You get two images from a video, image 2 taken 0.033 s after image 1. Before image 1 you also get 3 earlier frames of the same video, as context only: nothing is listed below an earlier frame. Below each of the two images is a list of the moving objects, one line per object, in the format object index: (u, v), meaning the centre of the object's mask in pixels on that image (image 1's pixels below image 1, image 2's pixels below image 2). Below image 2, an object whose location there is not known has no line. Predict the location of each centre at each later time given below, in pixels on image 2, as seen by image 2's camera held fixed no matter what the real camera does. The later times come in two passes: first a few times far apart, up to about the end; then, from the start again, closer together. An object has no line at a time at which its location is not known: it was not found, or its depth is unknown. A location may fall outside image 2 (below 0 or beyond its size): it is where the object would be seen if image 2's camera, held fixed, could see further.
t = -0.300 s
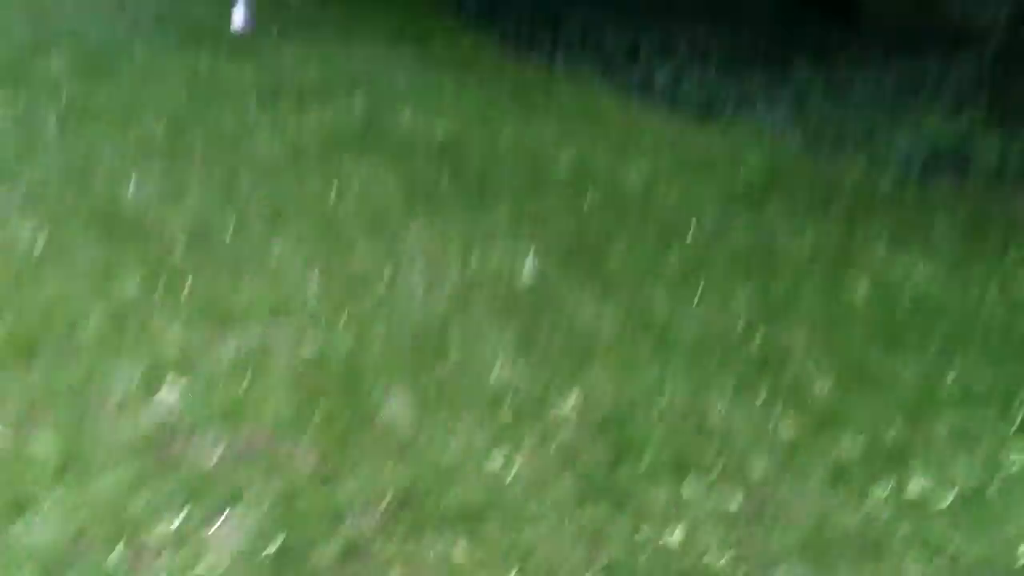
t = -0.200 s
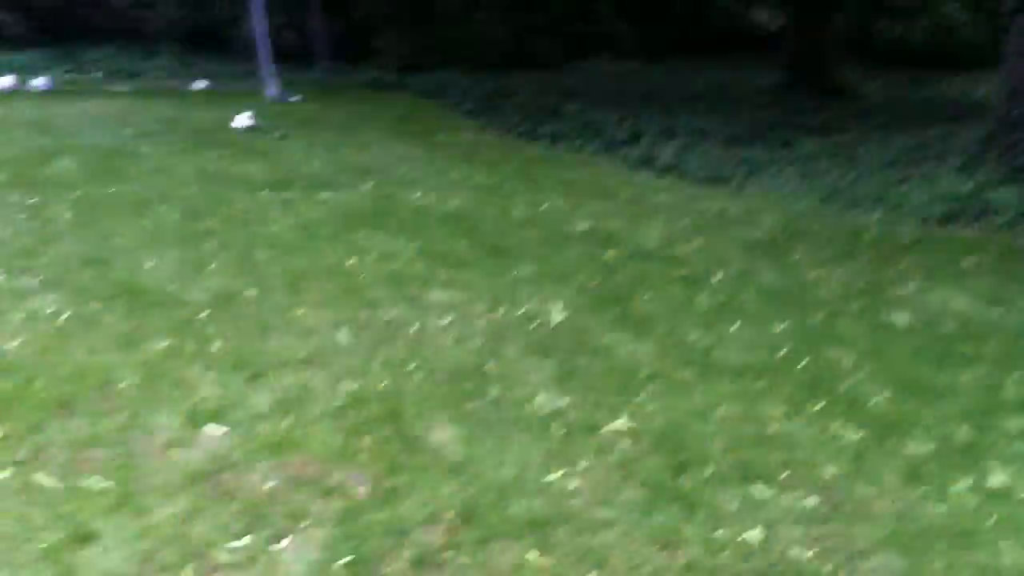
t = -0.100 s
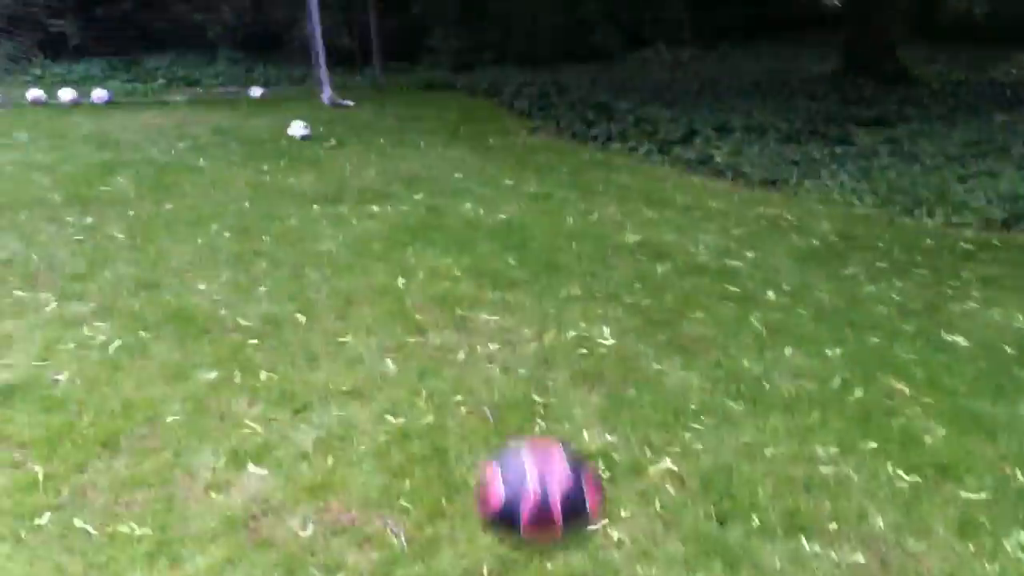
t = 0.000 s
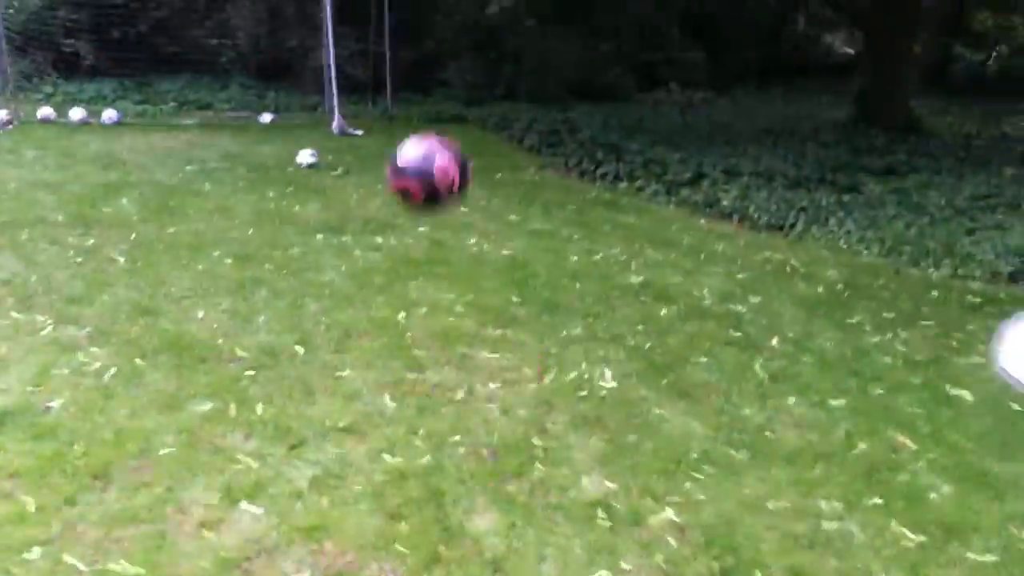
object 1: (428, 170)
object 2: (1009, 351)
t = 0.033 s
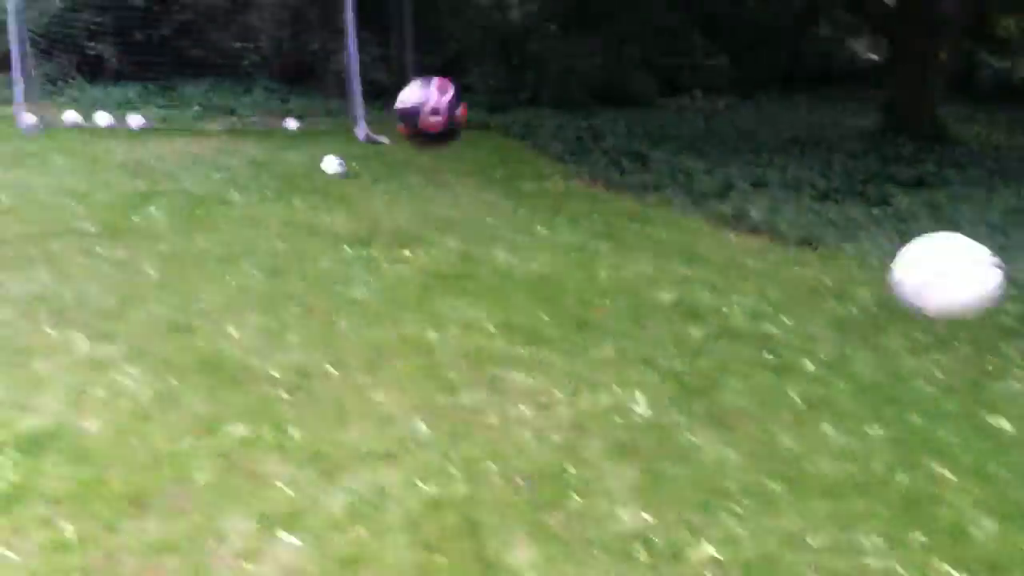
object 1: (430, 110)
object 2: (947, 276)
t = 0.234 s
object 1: (351, -82)
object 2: (483, -8)
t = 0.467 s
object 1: (303, -105)
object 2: (273, -73)
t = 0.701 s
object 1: (273, -61)
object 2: (164, -55)
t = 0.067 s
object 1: (406, 52)
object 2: (822, 192)
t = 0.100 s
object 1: (395, 5)
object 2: (730, 132)
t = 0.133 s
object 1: (387, -24)
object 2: (654, 86)
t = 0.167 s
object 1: (371, -47)
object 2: (587, 46)
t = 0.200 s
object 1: (357, -73)
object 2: (529, 14)
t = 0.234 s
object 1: (351, -82)
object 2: (483, -8)
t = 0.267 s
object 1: (348, -91)
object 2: (445, -28)
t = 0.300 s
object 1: (342, -100)
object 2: (410, -43)
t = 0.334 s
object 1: (335, -99)
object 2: (379, -49)
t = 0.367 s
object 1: (323, -103)
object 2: (347, -57)
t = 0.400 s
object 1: (315, -104)
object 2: (318, -67)
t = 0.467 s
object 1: (303, -105)
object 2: (273, -73)
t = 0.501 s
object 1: (302, -98)
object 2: (260, -71)
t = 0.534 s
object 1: (301, -95)
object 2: (245, -71)
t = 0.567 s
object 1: (294, -91)
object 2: (225, -71)
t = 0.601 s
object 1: (283, -86)
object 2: (204, -70)
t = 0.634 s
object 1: (280, -76)
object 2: (191, -65)
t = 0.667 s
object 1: (277, -68)
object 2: (179, -60)
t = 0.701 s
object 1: (273, -61)
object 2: (164, -55)
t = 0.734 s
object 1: (268, -54)
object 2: (150, -49)
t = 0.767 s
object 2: (136, -42)
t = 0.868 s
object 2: (101, -22)
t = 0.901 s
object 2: (91, -15)
